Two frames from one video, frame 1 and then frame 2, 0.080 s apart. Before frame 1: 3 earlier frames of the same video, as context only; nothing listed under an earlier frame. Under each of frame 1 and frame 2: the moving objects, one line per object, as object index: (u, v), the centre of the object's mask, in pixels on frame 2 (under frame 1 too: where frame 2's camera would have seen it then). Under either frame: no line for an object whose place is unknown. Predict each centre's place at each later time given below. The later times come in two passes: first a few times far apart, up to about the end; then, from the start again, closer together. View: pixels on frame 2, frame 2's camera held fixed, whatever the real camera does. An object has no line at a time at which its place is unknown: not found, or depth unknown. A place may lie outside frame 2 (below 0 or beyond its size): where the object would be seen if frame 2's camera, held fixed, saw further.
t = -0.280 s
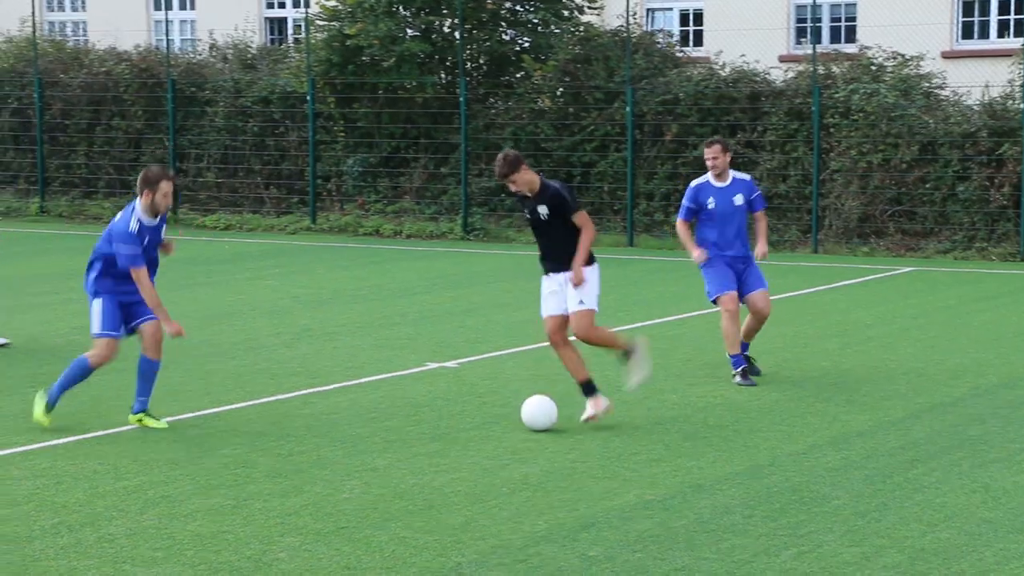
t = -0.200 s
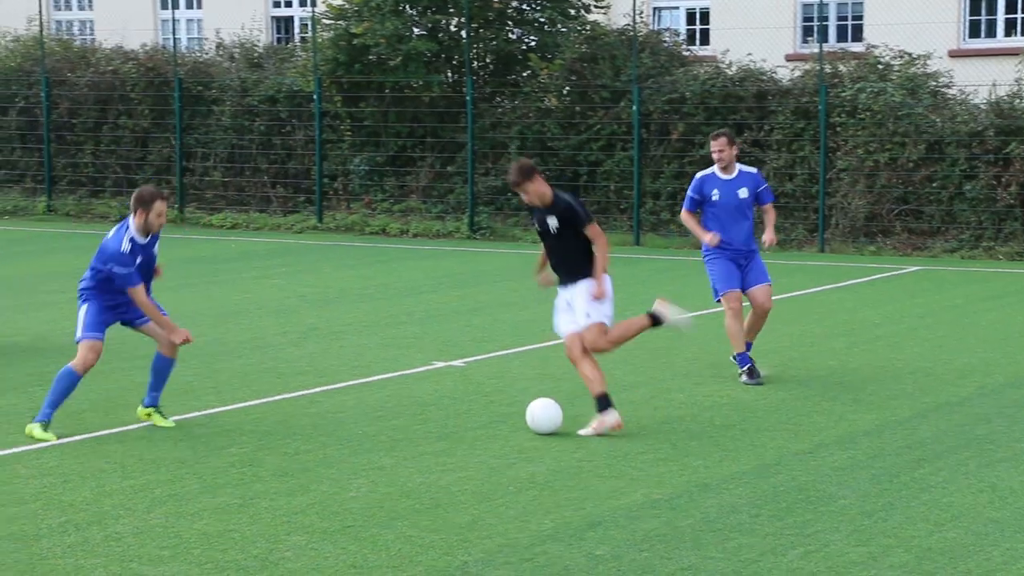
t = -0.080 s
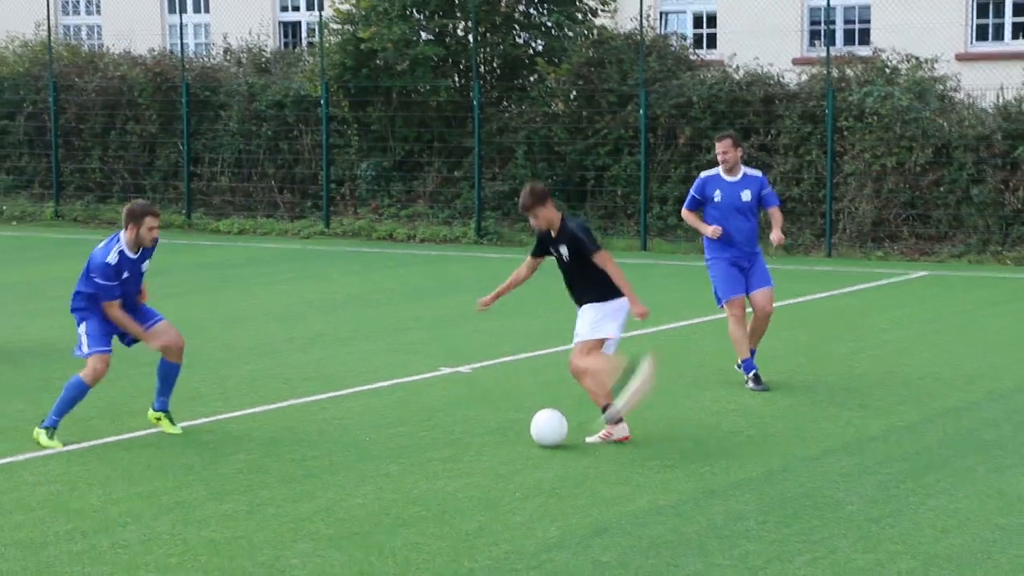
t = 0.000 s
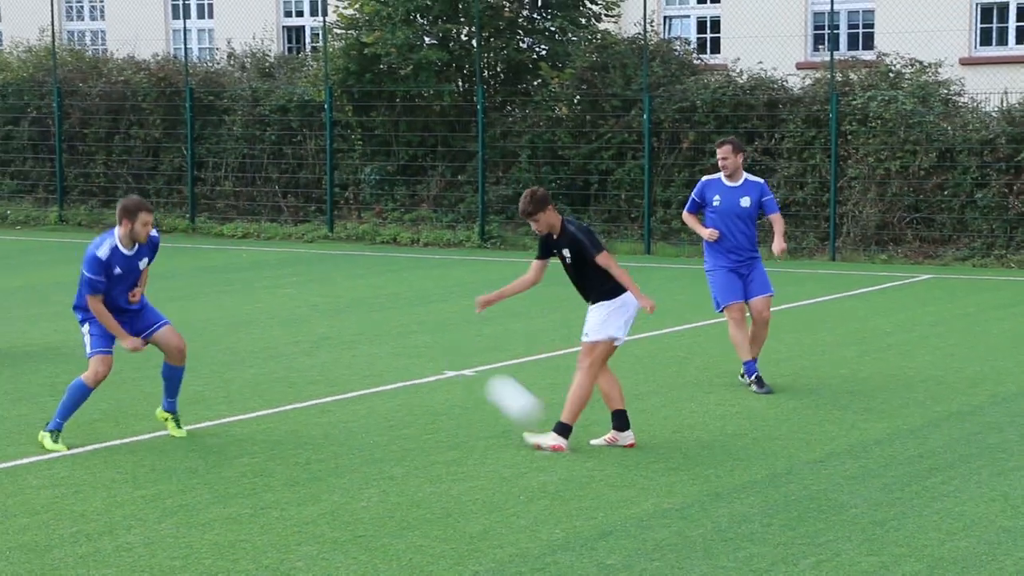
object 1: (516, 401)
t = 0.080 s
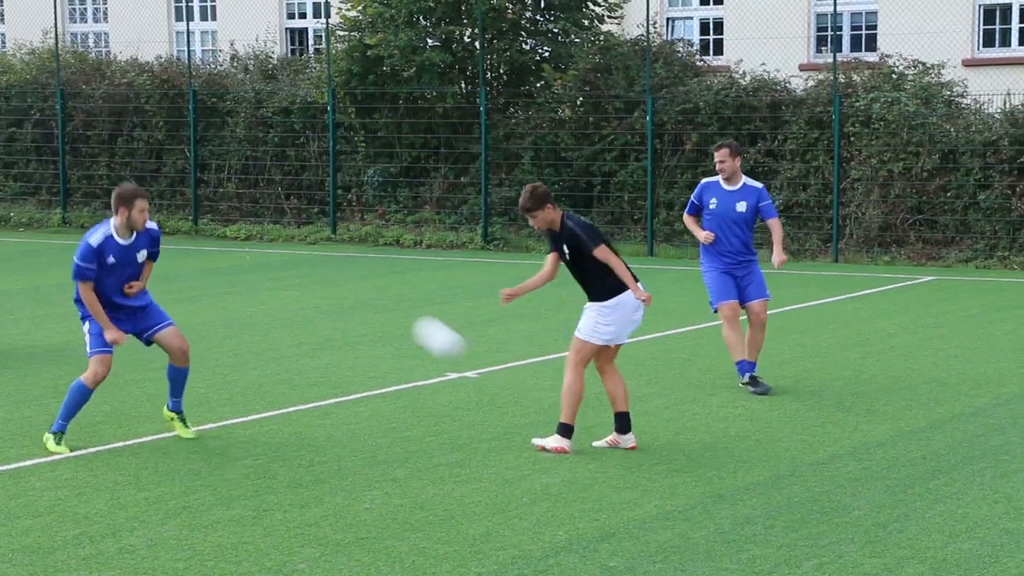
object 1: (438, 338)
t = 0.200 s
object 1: (339, 270)
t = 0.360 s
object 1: (232, 217)
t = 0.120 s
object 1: (403, 312)
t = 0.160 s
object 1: (369, 289)
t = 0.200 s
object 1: (339, 270)
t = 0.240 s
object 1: (310, 253)
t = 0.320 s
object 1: (256, 226)
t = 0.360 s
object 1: (232, 217)
